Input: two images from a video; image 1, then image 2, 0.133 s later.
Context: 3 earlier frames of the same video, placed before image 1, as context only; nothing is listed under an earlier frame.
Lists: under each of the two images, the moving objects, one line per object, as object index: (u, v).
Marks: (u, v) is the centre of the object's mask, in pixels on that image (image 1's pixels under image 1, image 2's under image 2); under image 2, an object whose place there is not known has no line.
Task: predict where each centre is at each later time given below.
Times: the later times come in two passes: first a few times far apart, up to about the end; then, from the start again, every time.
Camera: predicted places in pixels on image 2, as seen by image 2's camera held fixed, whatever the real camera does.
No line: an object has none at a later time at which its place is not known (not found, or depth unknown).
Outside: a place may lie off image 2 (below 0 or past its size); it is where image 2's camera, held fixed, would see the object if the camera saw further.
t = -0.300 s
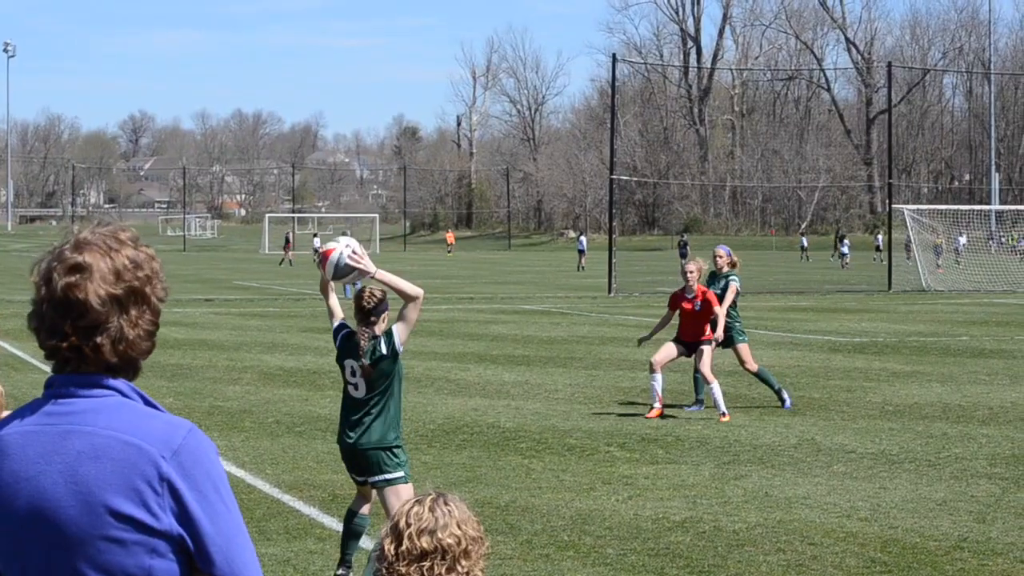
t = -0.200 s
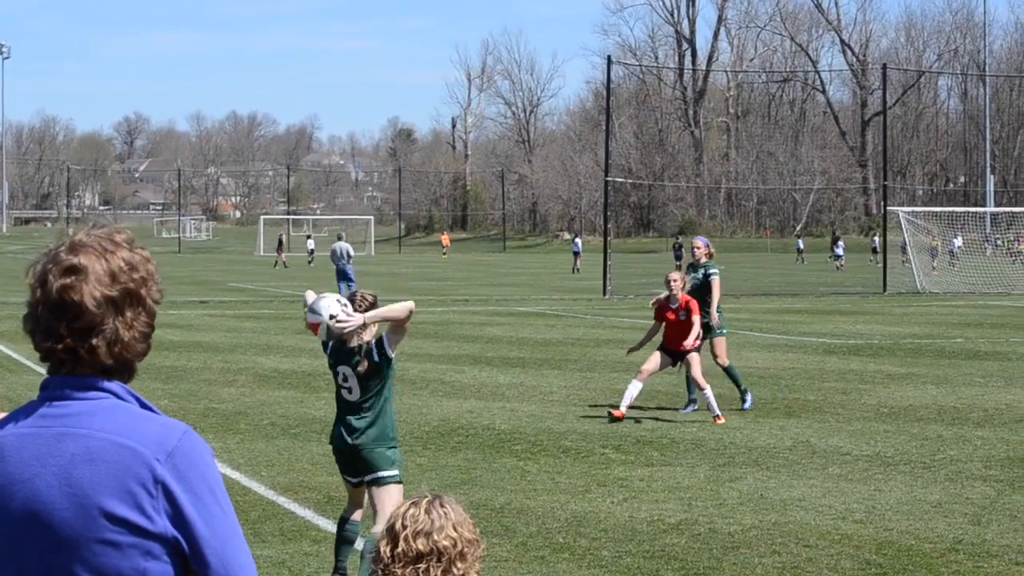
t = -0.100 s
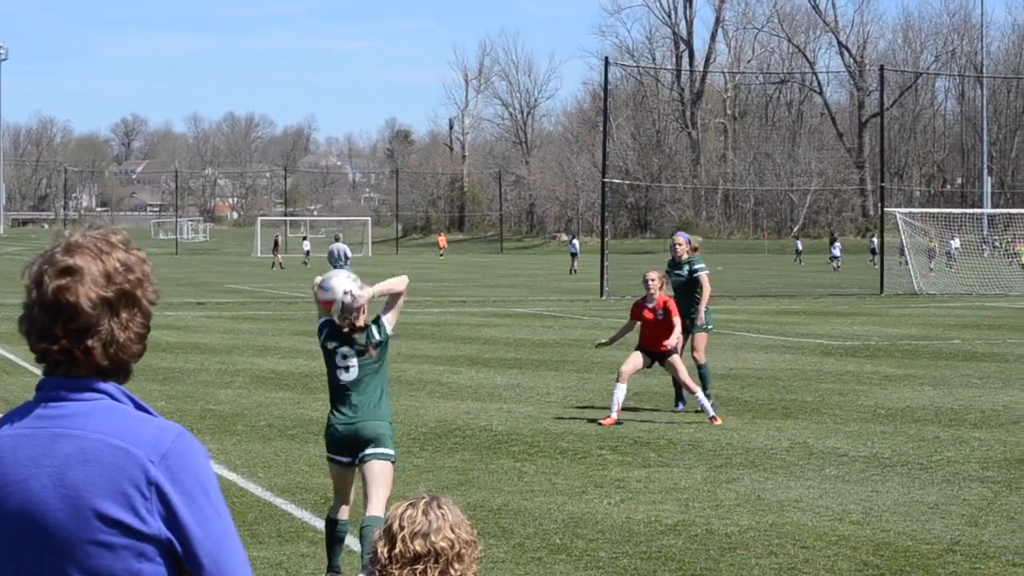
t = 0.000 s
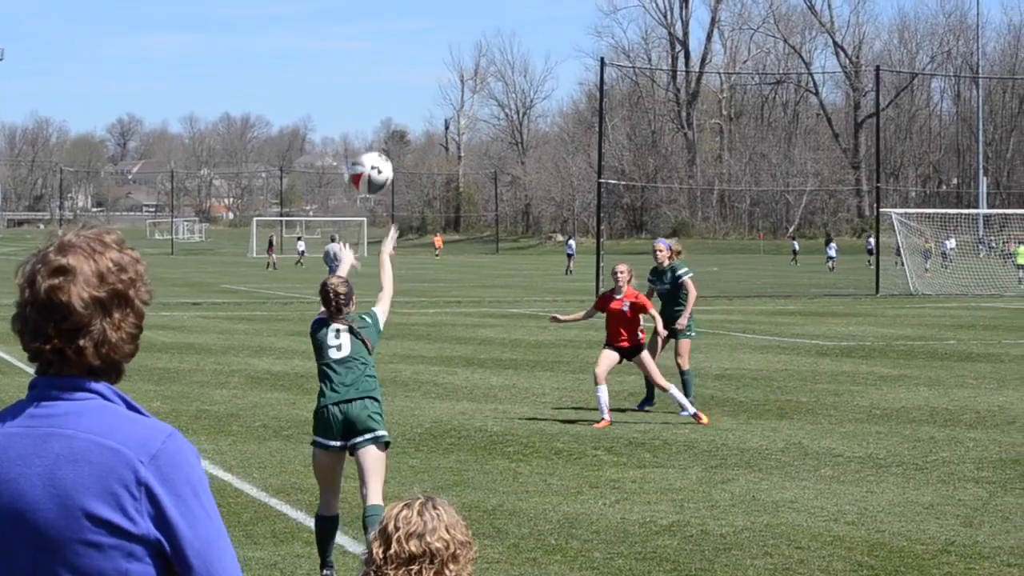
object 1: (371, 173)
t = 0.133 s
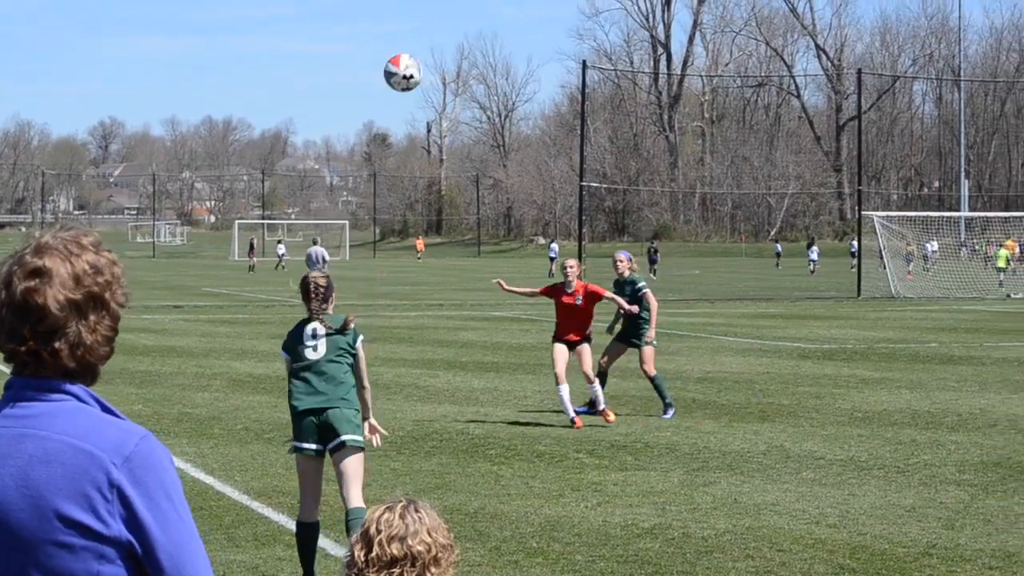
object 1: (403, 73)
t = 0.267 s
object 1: (445, 19)
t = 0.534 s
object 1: (512, 10)
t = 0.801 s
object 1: (562, 80)
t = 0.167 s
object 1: (414, 56)
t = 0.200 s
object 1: (425, 41)
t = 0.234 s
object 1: (435, 29)
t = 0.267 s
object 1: (445, 19)
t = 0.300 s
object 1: (455, 12)
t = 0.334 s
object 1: (464, 8)
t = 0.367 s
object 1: (473, 4)
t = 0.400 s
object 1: (481, 1)
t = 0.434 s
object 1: (489, 1)
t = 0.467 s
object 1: (497, 3)
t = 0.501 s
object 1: (505, 6)
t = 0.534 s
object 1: (512, 10)
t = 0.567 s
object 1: (520, 15)
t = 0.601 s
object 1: (526, 20)
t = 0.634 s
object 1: (532, 27)
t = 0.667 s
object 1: (538, 36)
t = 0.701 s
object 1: (544, 45)
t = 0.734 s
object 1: (550, 55)
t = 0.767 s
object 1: (556, 67)
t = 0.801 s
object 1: (562, 80)
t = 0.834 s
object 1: (567, 92)
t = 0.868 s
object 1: (573, 106)
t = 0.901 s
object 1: (578, 119)
